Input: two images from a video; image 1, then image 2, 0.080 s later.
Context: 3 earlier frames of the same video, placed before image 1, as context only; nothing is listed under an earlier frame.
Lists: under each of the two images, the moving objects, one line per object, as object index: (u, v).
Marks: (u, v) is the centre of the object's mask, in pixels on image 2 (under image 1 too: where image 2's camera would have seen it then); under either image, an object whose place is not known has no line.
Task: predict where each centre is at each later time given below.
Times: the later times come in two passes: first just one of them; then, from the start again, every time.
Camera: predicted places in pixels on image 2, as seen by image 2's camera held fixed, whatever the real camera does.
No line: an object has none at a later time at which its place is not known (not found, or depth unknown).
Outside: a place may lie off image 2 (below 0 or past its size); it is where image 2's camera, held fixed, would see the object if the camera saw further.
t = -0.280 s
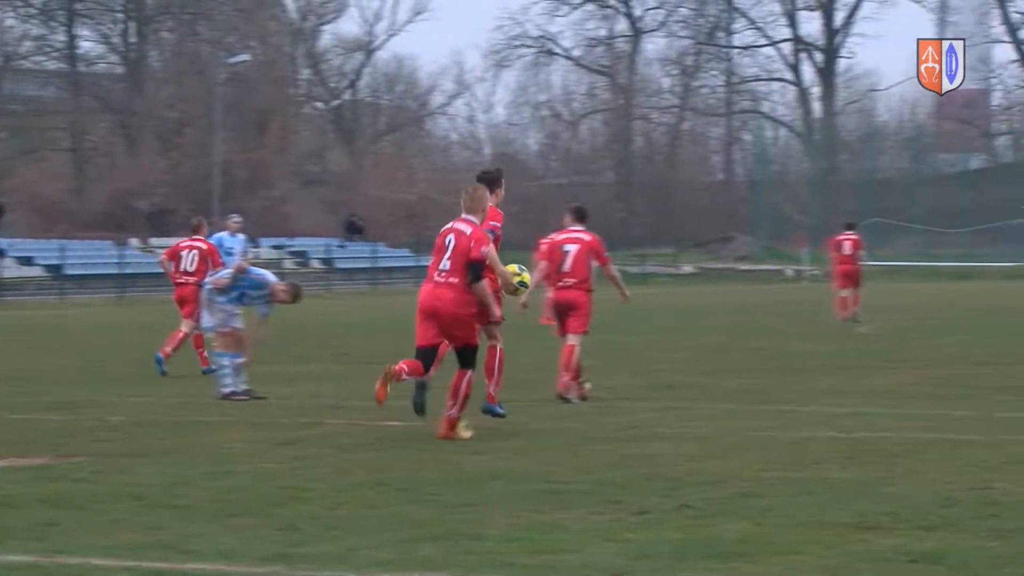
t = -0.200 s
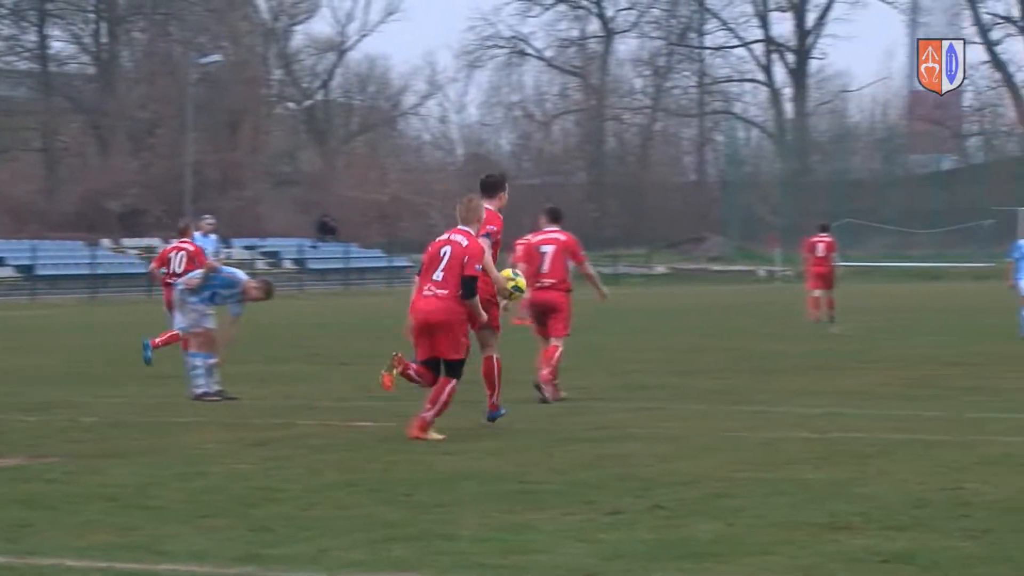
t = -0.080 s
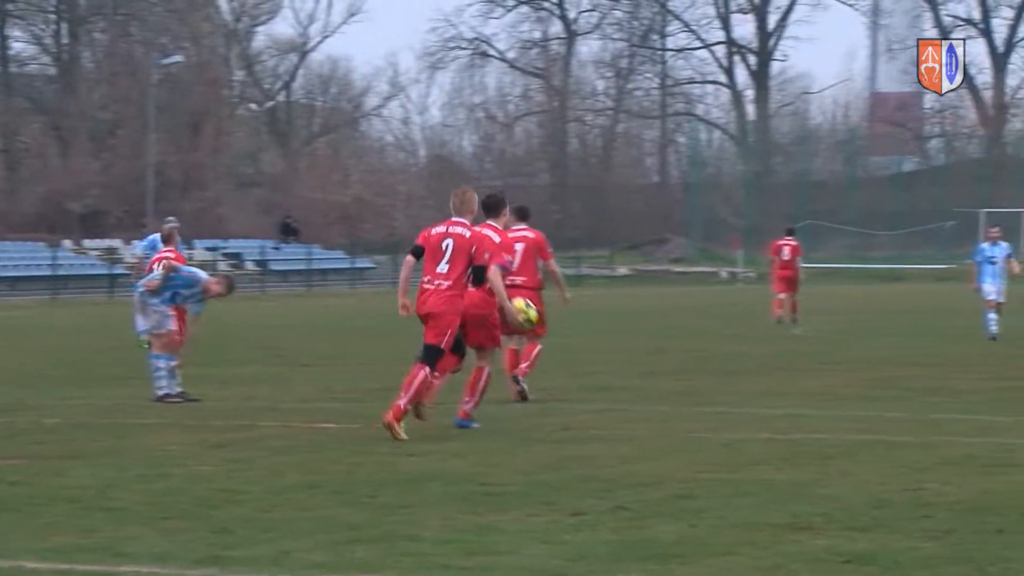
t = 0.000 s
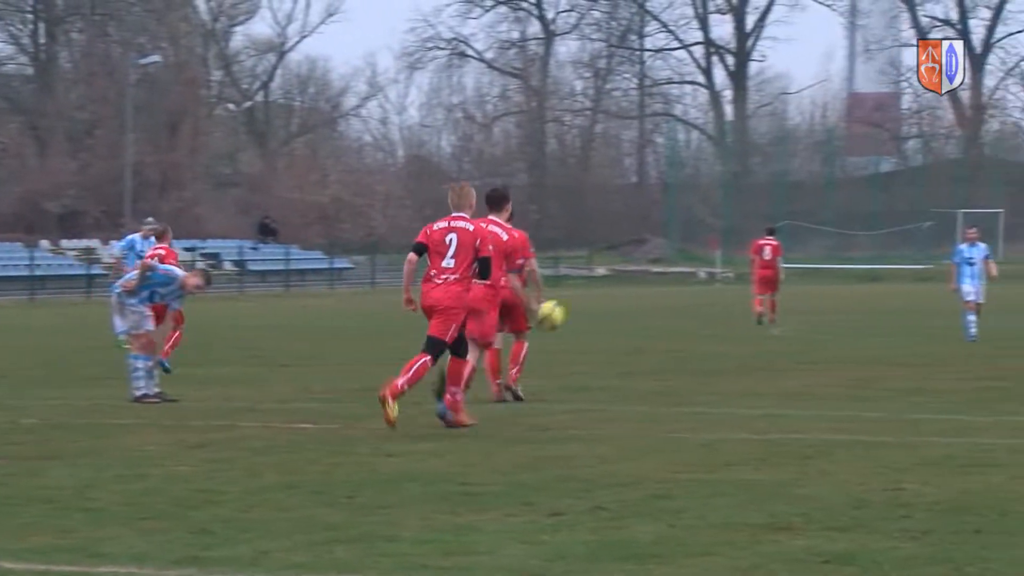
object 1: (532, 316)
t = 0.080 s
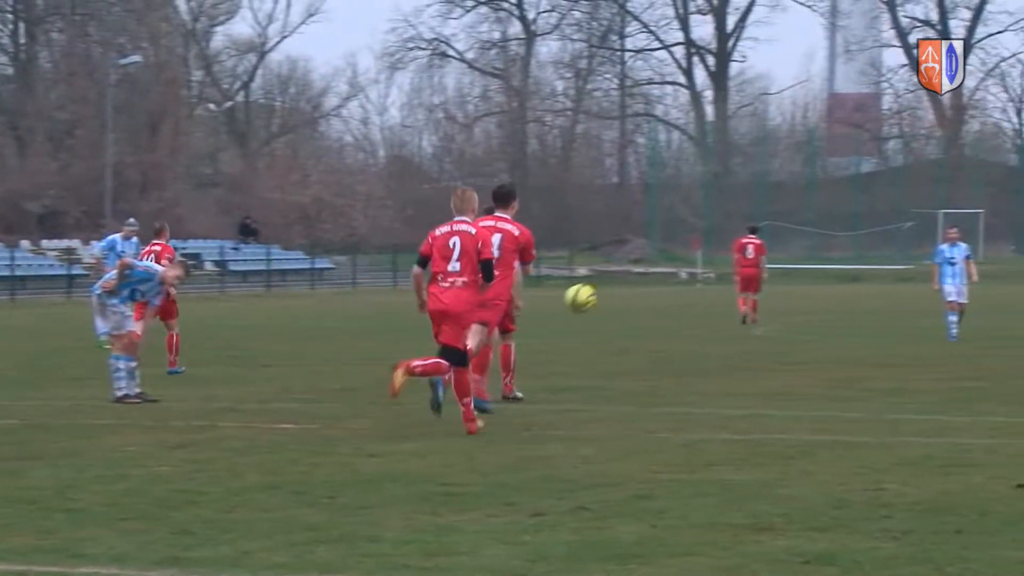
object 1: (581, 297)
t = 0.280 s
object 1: (692, 298)
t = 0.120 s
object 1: (604, 293)
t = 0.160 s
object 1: (627, 291)
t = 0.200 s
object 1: (649, 291)
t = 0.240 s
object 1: (671, 294)
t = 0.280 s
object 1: (692, 298)
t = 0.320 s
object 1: (713, 305)
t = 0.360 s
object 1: (733, 313)
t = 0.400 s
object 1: (755, 325)
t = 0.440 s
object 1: (772, 336)
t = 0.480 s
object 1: (790, 351)
